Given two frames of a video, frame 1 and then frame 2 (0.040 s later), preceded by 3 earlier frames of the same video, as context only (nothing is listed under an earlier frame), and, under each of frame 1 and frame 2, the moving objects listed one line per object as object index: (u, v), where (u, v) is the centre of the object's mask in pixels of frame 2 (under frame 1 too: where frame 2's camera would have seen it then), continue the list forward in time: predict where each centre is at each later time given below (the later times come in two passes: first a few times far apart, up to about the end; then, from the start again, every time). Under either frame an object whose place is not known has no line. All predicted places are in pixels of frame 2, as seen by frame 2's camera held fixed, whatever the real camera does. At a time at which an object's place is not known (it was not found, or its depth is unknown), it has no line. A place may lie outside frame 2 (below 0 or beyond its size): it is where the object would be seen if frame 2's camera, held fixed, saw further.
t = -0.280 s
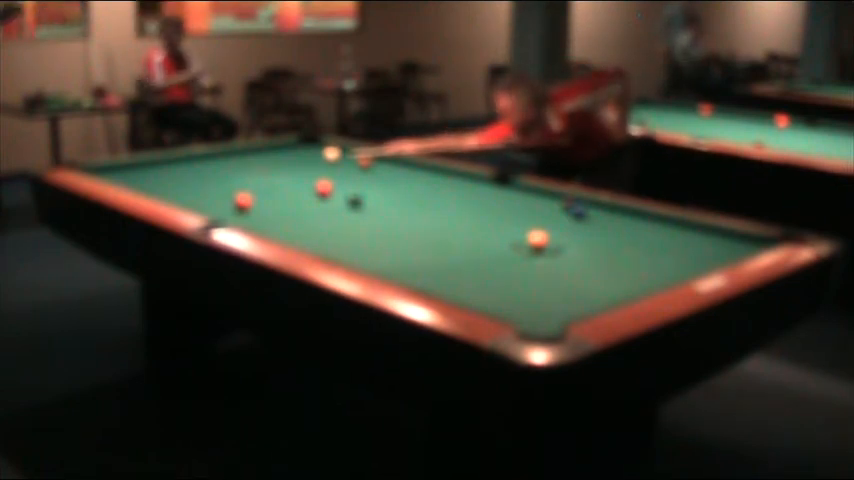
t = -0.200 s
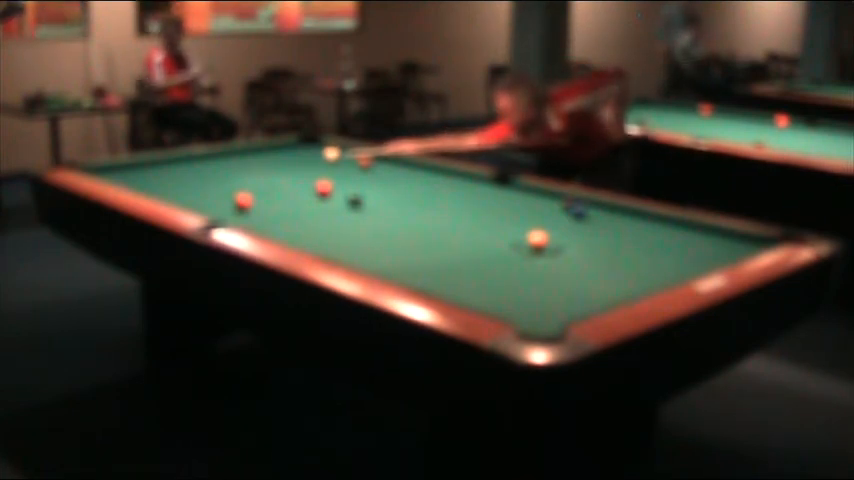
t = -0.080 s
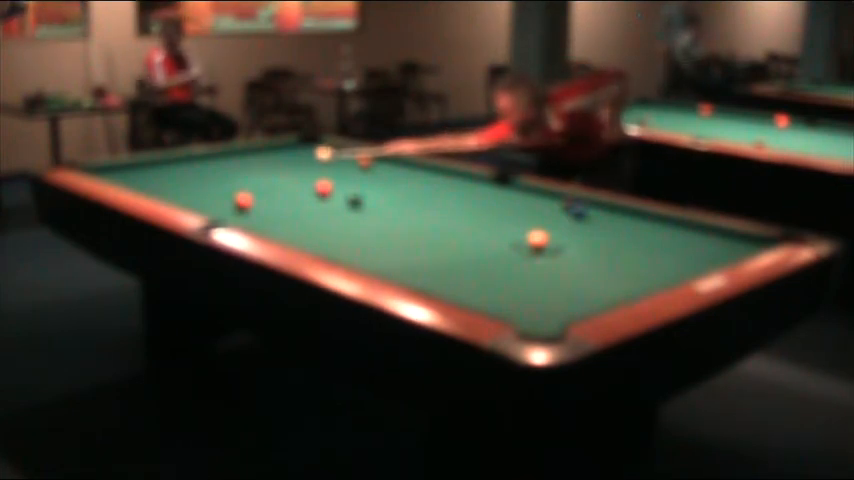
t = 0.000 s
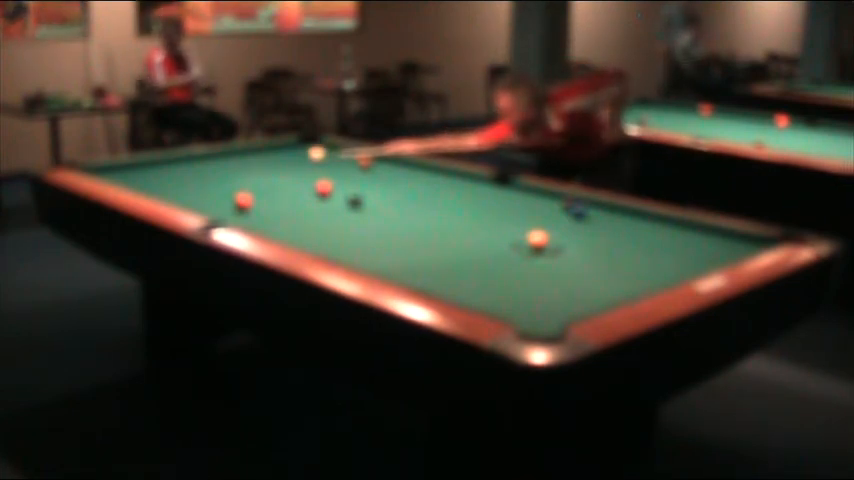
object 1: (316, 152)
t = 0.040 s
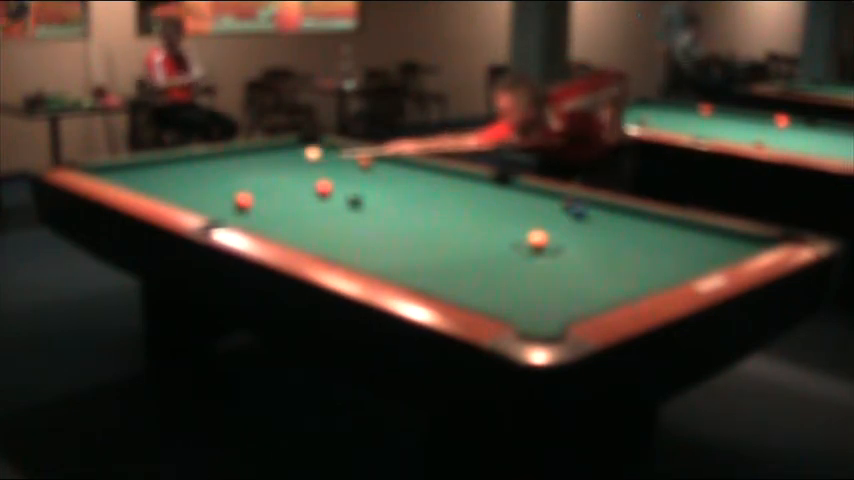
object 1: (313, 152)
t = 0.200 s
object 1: (299, 152)
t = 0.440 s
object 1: (278, 153)
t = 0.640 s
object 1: (261, 153)
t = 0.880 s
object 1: (243, 153)
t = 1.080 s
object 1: (228, 153)
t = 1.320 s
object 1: (211, 153)
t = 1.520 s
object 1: (197, 154)
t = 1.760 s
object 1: (186, 154)
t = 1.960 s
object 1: (181, 155)
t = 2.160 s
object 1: (177, 156)
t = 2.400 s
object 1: (173, 158)
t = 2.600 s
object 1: (169, 158)
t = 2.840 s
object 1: (167, 159)
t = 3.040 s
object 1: (164, 159)
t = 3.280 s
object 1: (161, 160)
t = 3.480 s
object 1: (160, 160)
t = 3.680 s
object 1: (158, 161)
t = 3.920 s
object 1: (158, 161)
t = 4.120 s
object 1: (158, 161)
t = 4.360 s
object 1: (158, 161)
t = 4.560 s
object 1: (158, 162)
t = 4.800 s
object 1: (158, 161)
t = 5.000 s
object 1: (158, 161)
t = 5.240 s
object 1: (158, 161)
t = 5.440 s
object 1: (158, 161)
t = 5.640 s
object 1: (158, 161)
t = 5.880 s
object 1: (158, 161)
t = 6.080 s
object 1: (158, 161)
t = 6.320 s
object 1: (158, 161)
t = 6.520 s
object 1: (158, 161)
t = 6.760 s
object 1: (158, 161)
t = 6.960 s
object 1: (158, 161)
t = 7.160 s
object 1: (158, 161)
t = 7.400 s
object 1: (158, 161)
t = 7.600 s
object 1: (158, 161)
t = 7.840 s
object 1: (158, 162)
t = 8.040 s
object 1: (158, 162)
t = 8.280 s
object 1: (158, 162)
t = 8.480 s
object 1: (158, 162)
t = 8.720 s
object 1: (158, 162)
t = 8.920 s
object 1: (158, 162)
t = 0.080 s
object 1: (309, 152)
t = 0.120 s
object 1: (306, 152)
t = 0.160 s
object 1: (302, 153)
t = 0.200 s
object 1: (299, 152)
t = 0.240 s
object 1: (295, 153)
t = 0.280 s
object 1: (292, 152)
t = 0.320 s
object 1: (288, 153)
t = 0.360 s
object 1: (285, 153)
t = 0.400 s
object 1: (281, 153)
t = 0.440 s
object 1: (278, 153)
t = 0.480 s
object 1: (275, 153)
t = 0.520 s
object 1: (271, 153)
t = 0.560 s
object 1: (268, 153)
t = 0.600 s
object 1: (264, 153)
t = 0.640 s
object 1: (261, 153)
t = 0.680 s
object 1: (258, 153)
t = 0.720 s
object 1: (255, 153)
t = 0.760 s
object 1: (252, 153)
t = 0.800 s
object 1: (249, 153)
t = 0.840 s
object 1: (246, 153)
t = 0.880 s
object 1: (243, 153)
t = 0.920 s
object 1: (240, 153)
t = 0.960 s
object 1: (237, 153)
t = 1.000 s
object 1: (234, 153)
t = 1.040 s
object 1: (231, 153)
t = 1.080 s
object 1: (228, 153)
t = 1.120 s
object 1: (225, 153)
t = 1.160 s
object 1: (222, 153)
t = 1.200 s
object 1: (219, 153)
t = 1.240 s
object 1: (217, 153)
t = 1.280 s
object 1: (214, 153)
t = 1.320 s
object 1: (211, 153)
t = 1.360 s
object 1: (208, 153)
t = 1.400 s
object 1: (205, 153)
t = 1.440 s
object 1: (203, 154)
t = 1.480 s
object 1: (200, 154)
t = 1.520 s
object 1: (197, 154)
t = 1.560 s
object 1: (195, 154)
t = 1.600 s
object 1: (193, 154)
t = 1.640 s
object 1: (190, 153)
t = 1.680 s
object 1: (188, 154)
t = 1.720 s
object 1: (187, 154)
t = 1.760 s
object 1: (186, 154)
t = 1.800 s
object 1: (185, 154)
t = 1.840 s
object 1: (184, 154)
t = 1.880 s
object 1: (183, 155)
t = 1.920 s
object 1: (183, 155)
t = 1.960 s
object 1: (181, 155)
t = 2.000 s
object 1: (181, 155)
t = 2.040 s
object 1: (179, 156)
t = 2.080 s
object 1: (179, 156)
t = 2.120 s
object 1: (178, 156)
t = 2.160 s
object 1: (177, 156)
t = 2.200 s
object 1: (176, 156)
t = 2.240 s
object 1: (176, 157)
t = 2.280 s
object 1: (175, 157)
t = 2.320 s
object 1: (174, 157)
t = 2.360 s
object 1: (174, 157)
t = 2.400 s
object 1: (173, 158)
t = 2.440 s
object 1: (172, 157)
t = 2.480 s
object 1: (171, 158)
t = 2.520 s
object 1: (171, 158)
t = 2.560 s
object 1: (170, 158)
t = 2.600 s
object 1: (169, 158)
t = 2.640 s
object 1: (168, 158)
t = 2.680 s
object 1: (168, 158)
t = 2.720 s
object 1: (168, 158)
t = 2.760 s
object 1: (167, 159)
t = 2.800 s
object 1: (166, 159)
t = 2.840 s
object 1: (167, 159)
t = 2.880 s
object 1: (166, 159)
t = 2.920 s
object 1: (165, 159)
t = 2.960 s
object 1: (165, 159)
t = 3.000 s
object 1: (164, 159)
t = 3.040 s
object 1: (164, 159)
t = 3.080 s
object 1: (164, 160)
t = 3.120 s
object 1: (163, 160)
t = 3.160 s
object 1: (163, 160)
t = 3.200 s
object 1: (162, 160)
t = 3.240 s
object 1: (162, 160)
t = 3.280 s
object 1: (161, 160)
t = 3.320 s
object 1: (161, 160)
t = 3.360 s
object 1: (160, 160)
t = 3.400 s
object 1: (160, 160)
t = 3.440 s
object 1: (160, 161)
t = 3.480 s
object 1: (160, 160)
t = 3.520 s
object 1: (159, 161)
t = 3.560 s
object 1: (159, 161)
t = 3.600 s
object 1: (159, 161)
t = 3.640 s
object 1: (159, 161)
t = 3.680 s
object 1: (158, 161)
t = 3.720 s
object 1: (158, 161)
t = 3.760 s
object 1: (158, 161)
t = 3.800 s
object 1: (158, 161)
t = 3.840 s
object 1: (158, 161)
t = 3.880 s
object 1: (158, 161)
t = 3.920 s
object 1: (158, 161)
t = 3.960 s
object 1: (158, 161)
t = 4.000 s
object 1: (158, 161)
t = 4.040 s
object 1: (158, 161)
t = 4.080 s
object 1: (158, 161)
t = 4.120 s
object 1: (158, 161)
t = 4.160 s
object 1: (158, 161)
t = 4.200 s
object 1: (158, 161)
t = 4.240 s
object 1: (158, 161)
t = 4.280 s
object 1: (158, 161)
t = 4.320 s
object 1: (158, 161)
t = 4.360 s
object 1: (158, 161)
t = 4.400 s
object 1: (158, 162)
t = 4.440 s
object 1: (158, 162)
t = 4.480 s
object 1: (158, 161)
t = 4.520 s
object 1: (158, 162)
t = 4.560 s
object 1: (158, 162)
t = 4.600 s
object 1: (158, 162)
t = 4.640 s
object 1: (158, 161)
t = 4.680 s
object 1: (158, 161)
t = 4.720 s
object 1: (158, 161)
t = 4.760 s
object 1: (158, 161)
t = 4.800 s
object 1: (158, 161)
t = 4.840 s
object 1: (158, 161)
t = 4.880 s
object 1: (158, 161)
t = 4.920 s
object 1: (158, 161)
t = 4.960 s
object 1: (158, 161)
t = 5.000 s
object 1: (158, 161)
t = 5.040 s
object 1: (158, 161)
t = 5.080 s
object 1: (158, 161)
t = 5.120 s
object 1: (158, 161)
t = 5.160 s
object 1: (158, 161)
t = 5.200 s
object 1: (158, 161)
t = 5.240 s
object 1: (158, 161)
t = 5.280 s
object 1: (158, 161)
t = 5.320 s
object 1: (158, 161)
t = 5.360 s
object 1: (158, 161)
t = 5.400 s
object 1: (158, 161)
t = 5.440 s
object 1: (158, 161)
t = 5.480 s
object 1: (158, 161)
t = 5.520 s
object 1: (158, 161)
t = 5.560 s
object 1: (158, 161)
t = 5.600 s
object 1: (158, 161)
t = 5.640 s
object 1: (158, 161)
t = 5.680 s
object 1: (158, 161)
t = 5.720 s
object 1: (158, 161)
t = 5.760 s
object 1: (158, 161)
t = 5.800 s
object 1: (158, 161)
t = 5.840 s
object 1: (158, 161)
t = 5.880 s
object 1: (158, 161)
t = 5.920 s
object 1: (158, 161)
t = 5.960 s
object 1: (158, 161)
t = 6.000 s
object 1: (158, 161)
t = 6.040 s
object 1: (158, 161)
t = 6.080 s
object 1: (158, 161)
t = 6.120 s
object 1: (158, 161)
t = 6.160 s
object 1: (158, 161)
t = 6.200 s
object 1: (158, 161)
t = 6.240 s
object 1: (158, 161)
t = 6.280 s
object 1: (158, 161)
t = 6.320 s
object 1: (158, 161)
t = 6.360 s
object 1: (158, 161)
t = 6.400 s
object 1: (158, 161)
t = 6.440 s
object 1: (158, 161)
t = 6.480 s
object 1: (158, 161)
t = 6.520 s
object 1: (158, 161)
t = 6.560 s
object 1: (158, 161)
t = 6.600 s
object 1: (158, 161)
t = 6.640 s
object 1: (158, 161)
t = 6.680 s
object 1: (158, 161)
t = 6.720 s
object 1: (158, 161)
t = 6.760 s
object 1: (158, 161)
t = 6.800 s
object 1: (158, 161)
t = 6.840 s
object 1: (158, 161)
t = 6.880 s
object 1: (158, 161)
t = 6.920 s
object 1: (158, 161)
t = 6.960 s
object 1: (158, 161)
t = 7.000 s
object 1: (158, 161)
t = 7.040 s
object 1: (158, 161)
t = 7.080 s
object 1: (158, 161)
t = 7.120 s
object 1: (158, 161)
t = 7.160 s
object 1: (158, 161)
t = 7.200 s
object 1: (158, 161)
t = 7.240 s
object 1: (158, 161)
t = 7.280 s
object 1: (158, 161)
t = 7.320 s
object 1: (158, 161)
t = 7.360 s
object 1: (158, 161)
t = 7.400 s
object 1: (158, 161)
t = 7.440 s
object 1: (158, 161)
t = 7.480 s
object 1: (158, 161)
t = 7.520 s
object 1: (158, 161)
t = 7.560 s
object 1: (158, 161)
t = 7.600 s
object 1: (158, 161)
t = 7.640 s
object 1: (158, 161)
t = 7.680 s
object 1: (158, 161)
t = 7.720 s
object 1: (158, 161)
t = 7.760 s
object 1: (158, 162)
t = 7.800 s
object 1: (158, 161)
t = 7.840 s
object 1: (158, 162)
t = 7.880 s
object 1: (158, 162)
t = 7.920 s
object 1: (158, 162)
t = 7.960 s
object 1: (158, 162)
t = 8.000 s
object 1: (158, 162)
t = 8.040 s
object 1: (158, 162)
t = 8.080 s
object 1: (158, 161)
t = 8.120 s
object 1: (158, 162)
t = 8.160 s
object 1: (158, 161)
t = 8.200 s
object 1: (158, 162)
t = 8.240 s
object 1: (158, 162)
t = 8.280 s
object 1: (158, 162)
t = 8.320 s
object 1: (158, 162)
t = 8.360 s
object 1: (158, 162)
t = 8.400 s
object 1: (158, 162)
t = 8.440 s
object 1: (158, 161)
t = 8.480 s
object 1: (158, 162)
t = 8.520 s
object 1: (158, 161)
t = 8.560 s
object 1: (158, 162)
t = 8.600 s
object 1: (158, 162)
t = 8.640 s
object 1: (158, 162)
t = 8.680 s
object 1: (158, 162)
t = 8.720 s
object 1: (158, 162)
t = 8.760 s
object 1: (158, 162)
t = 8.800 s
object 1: (158, 162)
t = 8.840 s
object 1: (158, 162)
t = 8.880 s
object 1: (158, 162)
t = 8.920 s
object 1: (158, 162)
